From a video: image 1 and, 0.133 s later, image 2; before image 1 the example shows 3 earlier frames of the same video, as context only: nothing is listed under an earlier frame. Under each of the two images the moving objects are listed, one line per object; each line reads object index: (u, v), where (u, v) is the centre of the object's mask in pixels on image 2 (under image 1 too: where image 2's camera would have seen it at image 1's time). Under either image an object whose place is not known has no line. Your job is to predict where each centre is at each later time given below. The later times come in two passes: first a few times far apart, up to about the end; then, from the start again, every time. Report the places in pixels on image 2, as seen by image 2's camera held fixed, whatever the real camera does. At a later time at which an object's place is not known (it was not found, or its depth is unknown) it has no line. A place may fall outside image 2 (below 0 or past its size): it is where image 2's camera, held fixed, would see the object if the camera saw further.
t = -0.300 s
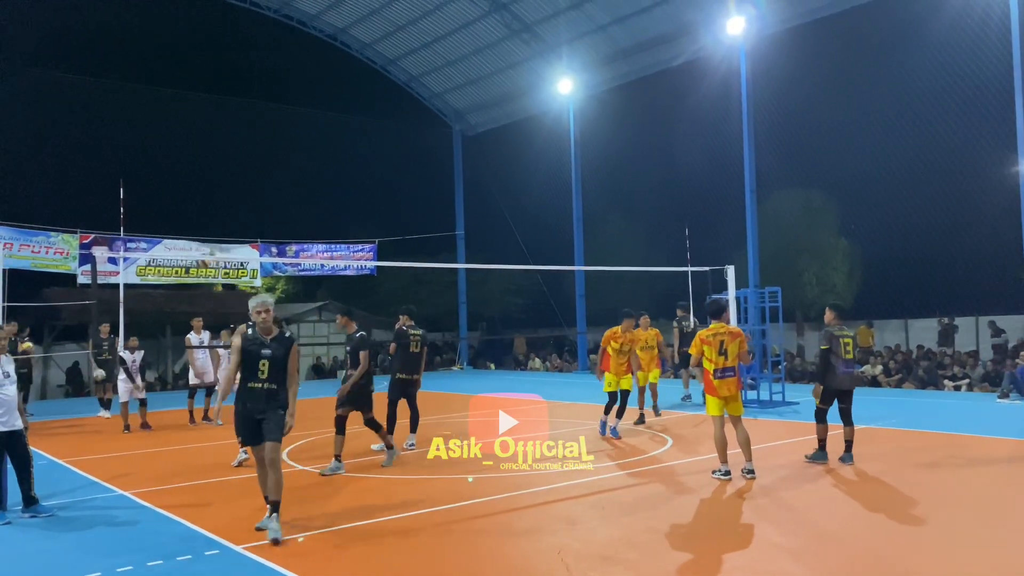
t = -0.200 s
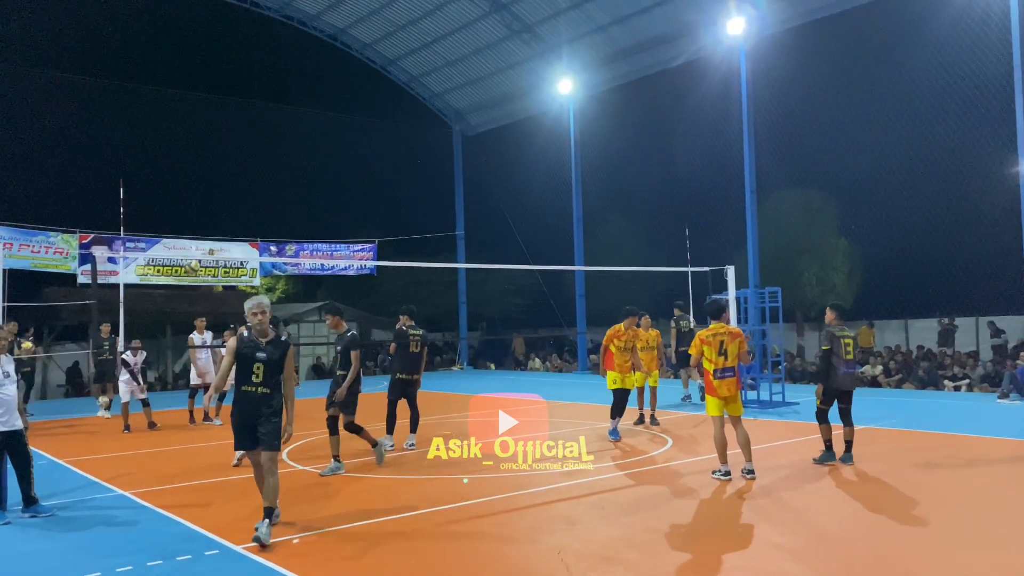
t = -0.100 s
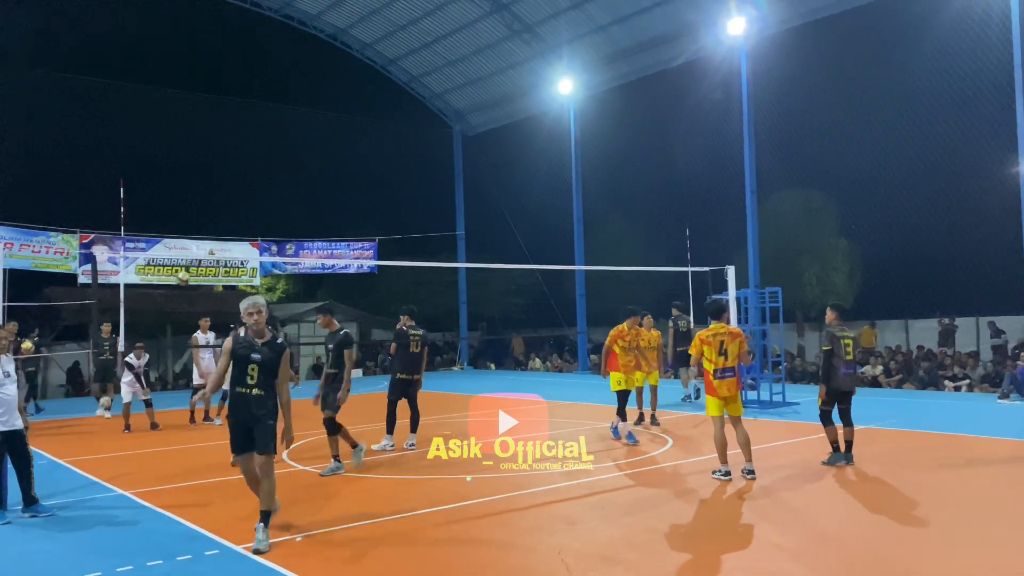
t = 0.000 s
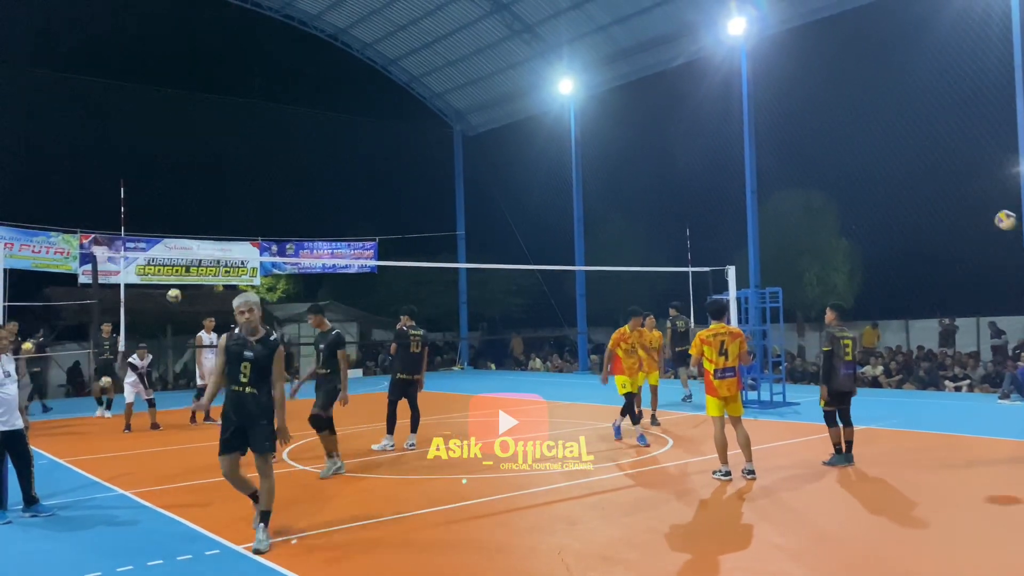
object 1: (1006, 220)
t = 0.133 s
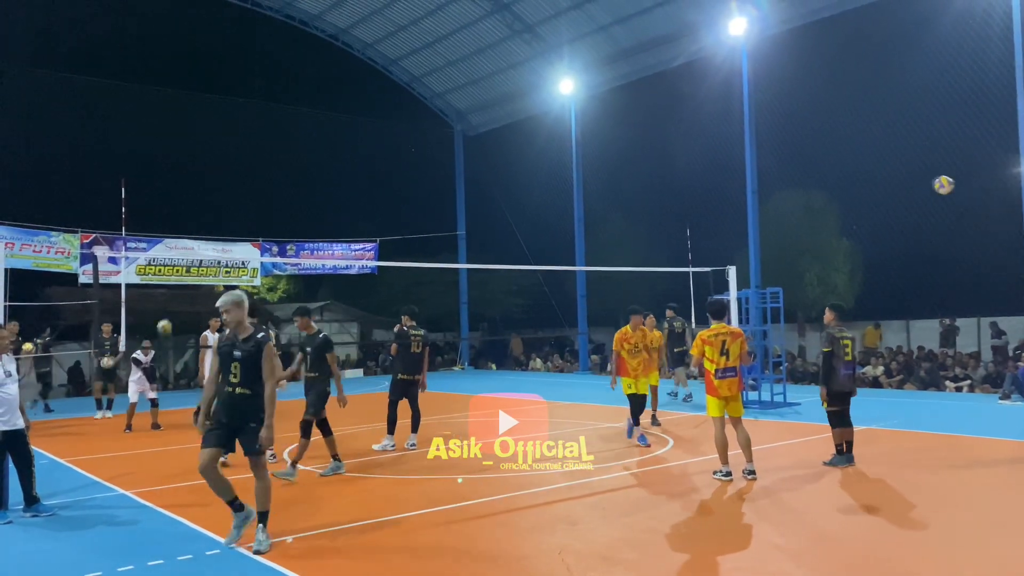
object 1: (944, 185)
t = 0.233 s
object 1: (901, 170)
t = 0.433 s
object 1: (825, 164)
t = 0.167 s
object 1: (928, 178)
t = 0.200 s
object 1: (914, 174)
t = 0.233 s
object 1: (901, 170)
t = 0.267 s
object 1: (887, 166)
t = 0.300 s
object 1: (874, 164)
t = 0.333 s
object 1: (862, 163)
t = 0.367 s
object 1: (849, 162)
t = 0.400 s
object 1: (836, 163)
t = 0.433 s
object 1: (825, 164)
